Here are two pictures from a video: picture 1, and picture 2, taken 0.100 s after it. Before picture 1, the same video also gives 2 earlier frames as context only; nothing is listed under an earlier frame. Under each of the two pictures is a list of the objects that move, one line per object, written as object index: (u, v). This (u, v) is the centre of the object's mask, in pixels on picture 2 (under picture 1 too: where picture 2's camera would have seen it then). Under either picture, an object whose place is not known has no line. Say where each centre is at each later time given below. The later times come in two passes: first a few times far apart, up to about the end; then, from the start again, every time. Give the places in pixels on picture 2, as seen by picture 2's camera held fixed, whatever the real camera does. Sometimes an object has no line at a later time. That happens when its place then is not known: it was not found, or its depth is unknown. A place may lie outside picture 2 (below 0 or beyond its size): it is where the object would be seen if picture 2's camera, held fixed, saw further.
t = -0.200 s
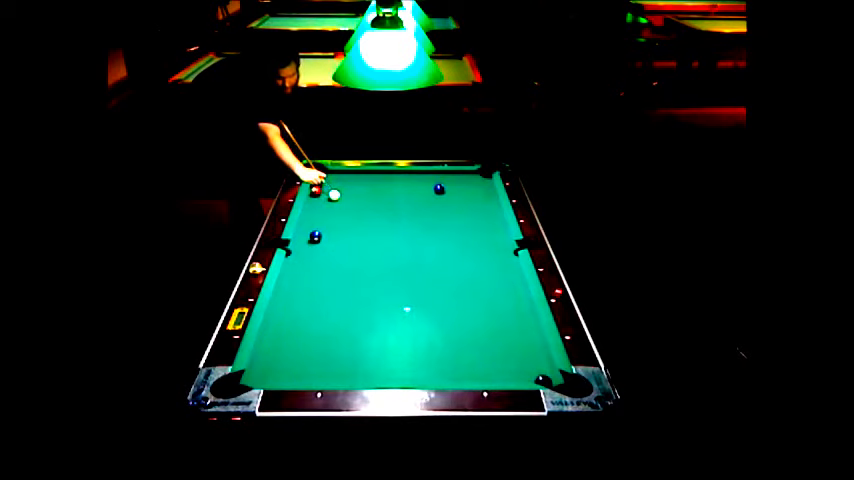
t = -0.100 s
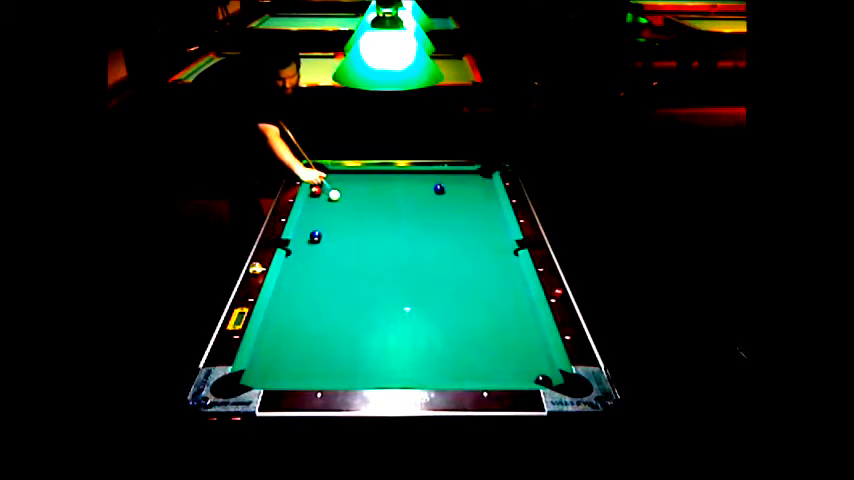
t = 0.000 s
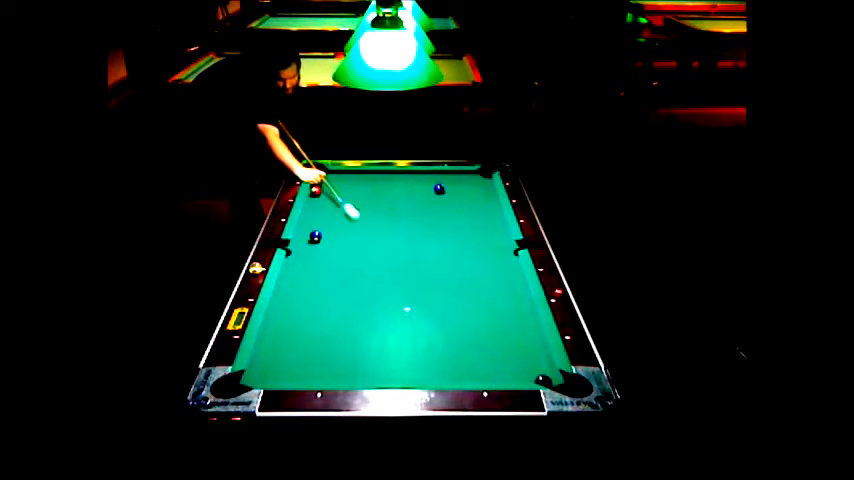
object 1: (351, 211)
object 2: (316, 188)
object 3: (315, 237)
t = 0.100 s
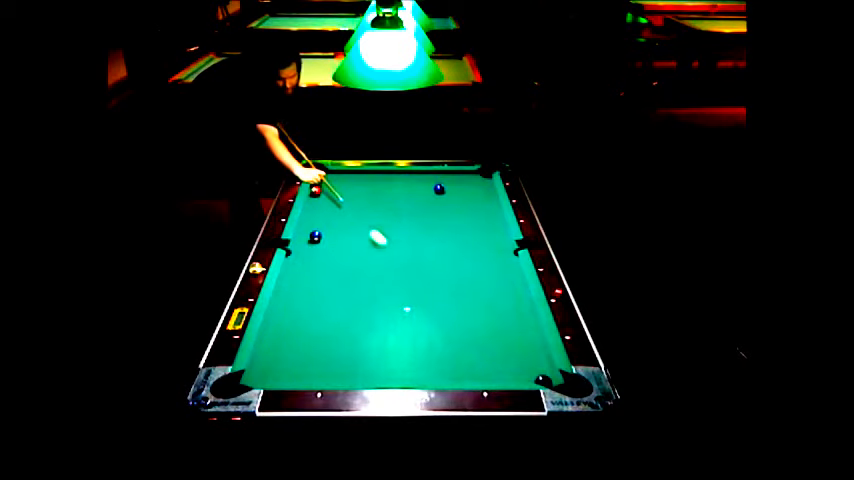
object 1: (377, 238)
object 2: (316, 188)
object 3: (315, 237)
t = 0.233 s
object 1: (417, 276)
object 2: (316, 188)
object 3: (315, 237)
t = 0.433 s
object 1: (489, 347)
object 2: (316, 188)
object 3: (315, 237)
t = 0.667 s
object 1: (538, 341)
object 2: (316, 188)
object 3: (315, 237)
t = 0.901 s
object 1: (506, 307)
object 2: (316, 188)
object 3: (315, 237)
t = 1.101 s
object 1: (483, 282)
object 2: (315, 189)
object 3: (315, 237)
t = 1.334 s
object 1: (460, 258)
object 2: (315, 190)
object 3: (315, 237)
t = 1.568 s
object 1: (441, 236)
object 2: (315, 190)
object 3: (315, 237)
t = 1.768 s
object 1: (426, 221)
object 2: (315, 190)
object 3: (315, 237)
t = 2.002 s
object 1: (411, 204)
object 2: (315, 189)
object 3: (315, 237)
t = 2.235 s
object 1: (398, 190)
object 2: (315, 189)
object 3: (315, 237)
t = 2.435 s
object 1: (388, 179)
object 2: (315, 189)
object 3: (315, 237)
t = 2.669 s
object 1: (375, 174)
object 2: (315, 189)
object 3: (315, 237)
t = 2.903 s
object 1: (358, 180)
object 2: (315, 189)
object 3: (315, 237)
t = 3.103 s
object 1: (343, 185)
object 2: (315, 189)
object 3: (315, 237)
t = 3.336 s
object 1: (327, 191)
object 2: (315, 190)
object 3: (315, 237)
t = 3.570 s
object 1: (321, 197)
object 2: (316, 189)
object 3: (315, 237)
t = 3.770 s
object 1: (316, 203)
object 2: (321, 191)
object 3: (315, 237)
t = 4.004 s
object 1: (310, 209)
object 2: (325, 191)
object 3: (315, 237)
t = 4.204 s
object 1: (306, 214)
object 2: (327, 190)
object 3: (315, 237)
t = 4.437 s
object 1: (306, 219)
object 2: (330, 191)
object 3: (315, 237)
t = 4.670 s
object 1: (307, 224)
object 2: (331, 191)
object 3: (315, 237)
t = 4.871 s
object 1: (307, 228)
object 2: (332, 191)
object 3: (315, 237)
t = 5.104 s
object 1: (307, 231)
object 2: (332, 191)
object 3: (315, 237)
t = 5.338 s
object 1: (305, 234)
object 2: (332, 191)
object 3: (318, 238)
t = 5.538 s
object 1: (303, 235)
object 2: (332, 191)
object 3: (320, 239)
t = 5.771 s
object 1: (300, 236)
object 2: (332, 191)
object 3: (323, 240)
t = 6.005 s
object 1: (299, 238)
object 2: (332, 191)
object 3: (325, 241)
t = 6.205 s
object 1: (298, 238)
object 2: (332, 191)
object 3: (326, 241)
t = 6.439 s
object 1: (298, 238)
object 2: (332, 191)
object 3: (326, 241)
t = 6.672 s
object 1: (298, 238)
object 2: (332, 191)
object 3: (326, 241)
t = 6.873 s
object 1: (298, 238)
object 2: (332, 191)
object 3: (326, 241)
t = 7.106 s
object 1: (298, 238)
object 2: (332, 191)
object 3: (326, 241)
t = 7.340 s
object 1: (298, 238)
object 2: (332, 191)
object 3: (326, 241)
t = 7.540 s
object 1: (298, 238)
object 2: (332, 191)
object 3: (326, 241)
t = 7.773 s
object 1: (298, 238)
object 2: (332, 191)
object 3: (326, 241)
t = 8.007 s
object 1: (298, 238)
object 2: (332, 191)
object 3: (326, 241)
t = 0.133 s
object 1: (387, 247)
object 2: (316, 188)
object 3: (315, 237)
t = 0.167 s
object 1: (397, 256)
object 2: (316, 188)
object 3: (315, 237)
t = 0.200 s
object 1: (407, 266)
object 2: (316, 188)
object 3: (315, 237)
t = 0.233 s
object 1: (417, 276)
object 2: (316, 188)
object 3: (315, 237)
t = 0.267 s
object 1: (428, 287)
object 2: (316, 188)
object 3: (315, 237)
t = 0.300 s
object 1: (439, 298)
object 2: (316, 188)
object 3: (315, 237)
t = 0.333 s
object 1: (450, 309)
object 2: (316, 188)
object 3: (315, 237)
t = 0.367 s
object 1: (462, 321)
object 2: (316, 188)
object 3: (315, 237)
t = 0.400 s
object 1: (475, 334)
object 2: (316, 188)
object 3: (315, 237)
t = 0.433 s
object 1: (489, 347)
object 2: (316, 188)
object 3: (315, 237)
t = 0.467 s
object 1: (503, 361)
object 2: (316, 188)
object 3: (315, 237)
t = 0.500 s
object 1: (518, 374)
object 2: (316, 188)
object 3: (315, 237)
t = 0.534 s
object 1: (525, 371)
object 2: (316, 188)
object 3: (315, 237)
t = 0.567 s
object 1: (530, 363)
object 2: (316, 188)
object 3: (315, 237)
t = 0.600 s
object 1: (534, 354)
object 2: (316, 188)
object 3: (315, 237)
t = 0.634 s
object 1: (538, 347)
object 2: (316, 188)
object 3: (315, 237)
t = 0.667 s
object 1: (538, 341)
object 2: (316, 188)
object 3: (315, 237)
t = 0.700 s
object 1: (533, 336)
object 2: (316, 188)
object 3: (315, 237)
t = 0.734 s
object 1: (528, 331)
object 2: (316, 188)
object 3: (315, 237)
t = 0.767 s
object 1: (523, 325)
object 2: (316, 188)
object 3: (315, 237)
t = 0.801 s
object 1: (519, 321)
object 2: (316, 188)
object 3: (315, 237)
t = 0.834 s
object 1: (514, 316)
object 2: (316, 188)
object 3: (315, 237)
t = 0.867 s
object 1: (510, 311)
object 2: (316, 188)
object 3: (315, 237)
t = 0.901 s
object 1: (506, 307)
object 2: (316, 188)
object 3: (315, 237)
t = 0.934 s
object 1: (502, 302)
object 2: (315, 188)
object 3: (315, 237)
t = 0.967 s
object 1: (498, 298)
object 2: (315, 188)
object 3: (315, 237)
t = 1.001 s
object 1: (494, 294)
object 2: (315, 188)
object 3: (315, 237)
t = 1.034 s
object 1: (490, 290)
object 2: (315, 187)
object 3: (315, 237)
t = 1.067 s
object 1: (487, 286)
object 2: (315, 189)
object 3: (315, 237)
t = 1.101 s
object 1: (483, 282)
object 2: (315, 189)
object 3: (315, 237)
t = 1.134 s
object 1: (480, 278)
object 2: (315, 190)
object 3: (315, 237)
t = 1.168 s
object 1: (476, 275)
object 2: (315, 190)
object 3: (315, 237)
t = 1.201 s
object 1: (473, 271)
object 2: (315, 190)
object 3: (315, 237)
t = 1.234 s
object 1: (470, 268)
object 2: (315, 190)
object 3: (315, 237)
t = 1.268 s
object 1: (466, 264)
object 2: (315, 190)
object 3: (315, 237)
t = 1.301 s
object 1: (463, 261)
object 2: (315, 190)
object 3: (315, 237)
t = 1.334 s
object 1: (460, 258)
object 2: (315, 190)
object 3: (315, 237)
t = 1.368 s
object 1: (457, 254)
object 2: (315, 190)
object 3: (315, 237)
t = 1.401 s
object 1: (454, 251)
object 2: (315, 190)
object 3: (315, 237)
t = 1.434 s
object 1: (452, 248)
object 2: (315, 190)
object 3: (315, 237)
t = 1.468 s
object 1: (449, 245)
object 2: (315, 190)
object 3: (315, 237)
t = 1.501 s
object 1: (446, 242)
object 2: (315, 190)
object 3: (315, 237)
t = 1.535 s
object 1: (443, 239)
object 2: (315, 190)
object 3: (315, 237)
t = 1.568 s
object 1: (441, 236)
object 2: (315, 190)
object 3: (315, 237)
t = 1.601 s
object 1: (438, 233)
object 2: (315, 190)
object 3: (315, 237)
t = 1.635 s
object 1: (436, 231)
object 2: (315, 190)
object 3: (315, 237)
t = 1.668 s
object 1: (433, 228)
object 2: (315, 190)
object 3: (315, 237)
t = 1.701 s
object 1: (431, 226)
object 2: (315, 189)
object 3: (315, 237)
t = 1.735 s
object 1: (429, 223)
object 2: (315, 190)
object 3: (315, 237)
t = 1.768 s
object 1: (426, 221)
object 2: (315, 190)
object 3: (315, 237)
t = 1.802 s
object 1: (424, 218)
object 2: (315, 189)
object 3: (315, 237)
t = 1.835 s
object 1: (421, 215)
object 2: (315, 189)
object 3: (315, 237)
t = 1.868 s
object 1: (420, 213)
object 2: (315, 190)
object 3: (315, 237)
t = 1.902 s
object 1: (418, 211)
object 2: (315, 189)
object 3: (315, 237)
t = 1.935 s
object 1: (415, 209)
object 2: (315, 189)
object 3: (315, 237)
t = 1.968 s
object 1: (413, 206)
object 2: (315, 189)
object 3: (315, 237)
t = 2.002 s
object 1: (411, 204)
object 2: (315, 189)
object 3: (315, 237)
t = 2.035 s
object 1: (409, 202)
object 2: (315, 189)
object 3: (315, 237)
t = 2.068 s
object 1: (407, 200)
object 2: (315, 189)
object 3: (315, 237)
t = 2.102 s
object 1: (405, 198)
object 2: (315, 189)
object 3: (315, 237)
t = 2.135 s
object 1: (404, 196)
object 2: (315, 189)
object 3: (315, 237)
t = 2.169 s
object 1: (402, 194)
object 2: (315, 189)
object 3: (315, 237)
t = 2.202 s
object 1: (400, 192)
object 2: (315, 189)
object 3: (315, 237)
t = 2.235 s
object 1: (398, 190)
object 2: (315, 189)
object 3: (315, 237)
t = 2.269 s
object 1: (396, 188)
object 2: (315, 189)
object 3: (315, 237)
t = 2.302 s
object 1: (395, 186)
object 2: (315, 189)
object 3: (315, 237)
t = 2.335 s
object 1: (393, 184)
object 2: (315, 189)
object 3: (315, 237)
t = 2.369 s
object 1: (391, 182)
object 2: (315, 189)
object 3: (315, 237)
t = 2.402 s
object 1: (390, 181)
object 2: (315, 189)
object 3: (315, 237)
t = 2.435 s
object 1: (388, 179)
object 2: (315, 189)
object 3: (315, 237)
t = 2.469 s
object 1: (386, 177)
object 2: (315, 189)
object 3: (315, 237)
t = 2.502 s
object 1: (385, 176)
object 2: (315, 189)
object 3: (315, 237)
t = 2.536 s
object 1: (383, 174)
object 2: (315, 189)
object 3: (315, 237)
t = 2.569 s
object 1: (382, 172)
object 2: (315, 189)
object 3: (315, 237)
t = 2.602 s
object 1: (380, 172)
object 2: (315, 189)
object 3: (315, 237)
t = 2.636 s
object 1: (377, 173)
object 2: (315, 189)
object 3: (315, 237)
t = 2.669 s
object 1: (375, 174)
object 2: (315, 189)
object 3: (315, 237)
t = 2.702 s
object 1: (373, 175)
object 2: (315, 189)
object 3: (315, 237)
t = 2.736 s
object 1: (370, 176)
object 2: (315, 189)
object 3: (315, 237)
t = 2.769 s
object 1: (368, 177)
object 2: (315, 189)
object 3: (315, 237)
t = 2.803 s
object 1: (366, 177)
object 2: (315, 189)
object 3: (315, 237)
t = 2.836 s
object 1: (363, 178)
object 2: (315, 189)
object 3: (315, 237)
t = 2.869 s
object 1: (360, 179)
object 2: (315, 189)
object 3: (315, 237)
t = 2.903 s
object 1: (358, 180)
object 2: (315, 189)
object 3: (315, 237)
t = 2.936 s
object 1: (356, 181)
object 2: (315, 189)
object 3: (315, 237)
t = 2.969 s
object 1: (353, 182)
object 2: (315, 189)
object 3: (315, 237)
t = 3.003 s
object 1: (351, 182)
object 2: (315, 189)
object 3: (315, 237)
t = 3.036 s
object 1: (348, 183)
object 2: (315, 189)
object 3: (315, 237)
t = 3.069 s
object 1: (346, 184)
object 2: (315, 189)
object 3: (315, 237)
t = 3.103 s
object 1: (343, 185)
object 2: (315, 189)
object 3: (315, 237)
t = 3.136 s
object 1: (341, 186)
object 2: (315, 189)
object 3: (315, 237)
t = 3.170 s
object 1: (338, 186)
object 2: (315, 190)
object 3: (315, 237)
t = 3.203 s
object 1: (336, 187)
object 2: (315, 189)
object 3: (315, 237)
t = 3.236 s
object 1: (334, 188)
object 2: (315, 189)
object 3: (315, 237)
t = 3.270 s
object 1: (331, 189)
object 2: (315, 189)
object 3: (315, 237)
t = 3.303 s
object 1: (328, 190)
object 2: (315, 189)
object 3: (315, 237)
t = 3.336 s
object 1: (327, 191)
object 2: (315, 190)
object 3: (315, 237)
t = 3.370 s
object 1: (326, 192)
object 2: (314, 190)
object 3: (315, 237)
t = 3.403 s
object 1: (325, 193)
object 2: (313, 190)
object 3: (315, 237)
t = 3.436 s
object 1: (324, 194)
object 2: (313, 190)
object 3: (315, 237)
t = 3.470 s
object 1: (323, 195)
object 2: (314, 189)
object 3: (315, 237)
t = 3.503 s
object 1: (322, 195)
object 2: (314, 189)
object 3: (315, 237)
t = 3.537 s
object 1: (321, 197)
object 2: (316, 189)
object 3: (315, 237)
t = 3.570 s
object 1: (321, 197)
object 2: (316, 189)
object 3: (315, 237)
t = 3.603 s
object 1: (320, 198)
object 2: (317, 189)
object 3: (315, 237)
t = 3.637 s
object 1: (319, 199)
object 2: (318, 190)
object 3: (315, 237)
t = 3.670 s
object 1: (318, 200)
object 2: (319, 190)
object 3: (315, 237)
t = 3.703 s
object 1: (317, 201)
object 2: (319, 191)
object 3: (315, 237)
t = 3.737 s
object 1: (316, 202)
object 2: (321, 190)
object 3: (315, 237)
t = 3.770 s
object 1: (316, 203)
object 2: (321, 191)
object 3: (315, 237)
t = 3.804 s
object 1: (315, 204)
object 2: (321, 190)
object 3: (315, 237)
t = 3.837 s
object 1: (314, 204)
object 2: (322, 190)
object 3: (315, 237)
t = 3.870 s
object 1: (313, 205)
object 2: (323, 190)
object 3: (315, 237)
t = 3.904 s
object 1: (312, 206)
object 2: (324, 190)
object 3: (315, 237)
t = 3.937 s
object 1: (311, 207)
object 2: (324, 190)
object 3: (315, 237)
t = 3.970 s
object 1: (310, 208)
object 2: (325, 191)
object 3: (315, 237)
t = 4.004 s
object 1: (310, 209)
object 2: (325, 191)
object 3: (315, 237)
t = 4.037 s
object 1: (309, 209)
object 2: (326, 190)
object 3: (315, 237)
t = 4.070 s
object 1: (308, 210)
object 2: (326, 190)
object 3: (315, 237)
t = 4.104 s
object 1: (308, 211)
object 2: (326, 190)
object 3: (315, 237)
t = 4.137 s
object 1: (307, 212)
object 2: (327, 190)
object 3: (315, 237)
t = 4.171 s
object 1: (306, 213)
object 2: (327, 190)
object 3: (315, 237)
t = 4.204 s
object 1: (306, 214)
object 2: (327, 190)
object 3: (315, 237)
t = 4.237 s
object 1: (306, 215)
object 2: (328, 191)
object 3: (315, 237)
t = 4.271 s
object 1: (306, 215)
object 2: (329, 190)
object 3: (315, 237)
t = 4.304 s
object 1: (306, 216)
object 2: (329, 190)
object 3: (315, 237)
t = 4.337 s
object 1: (306, 217)
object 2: (329, 190)
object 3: (315, 237)
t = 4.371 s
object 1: (306, 217)
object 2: (329, 191)
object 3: (315, 237)
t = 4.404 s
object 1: (306, 218)
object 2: (330, 191)
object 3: (315, 237)
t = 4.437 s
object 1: (306, 219)
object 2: (330, 191)
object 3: (315, 237)
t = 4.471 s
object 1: (306, 220)
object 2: (330, 191)
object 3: (315, 237)
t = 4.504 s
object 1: (306, 220)
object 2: (331, 191)
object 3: (315, 237)
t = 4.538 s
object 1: (306, 221)
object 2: (331, 191)
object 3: (315, 237)
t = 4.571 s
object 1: (307, 222)
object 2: (331, 191)
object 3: (315, 237)
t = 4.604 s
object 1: (307, 223)
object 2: (331, 191)
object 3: (315, 237)
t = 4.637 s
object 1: (307, 223)
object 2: (331, 191)
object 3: (315, 237)
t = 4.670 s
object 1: (307, 224)
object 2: (331, 191)
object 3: (315, 237)
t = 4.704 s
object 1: (307, 225)
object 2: (332, 191)
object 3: (315, 237)
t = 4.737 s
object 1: (307, 225)
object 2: (332, 191)
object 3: (315, 237)
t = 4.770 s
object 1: (307, 226)
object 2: (332, 191)
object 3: (315, 237)
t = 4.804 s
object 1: (307, 226)
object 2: (332, 191)
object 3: (315, 237)
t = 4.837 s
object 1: (307, 227)
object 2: (332, 191)
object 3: (315, 237)
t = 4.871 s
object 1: (307, 228)
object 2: (332, 191)
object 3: (315, 237)
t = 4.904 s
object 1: (307, 228)
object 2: (332, 191)
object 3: (315, 237)
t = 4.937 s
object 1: (307, 229)
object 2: (332, 191)
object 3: (315, 237)
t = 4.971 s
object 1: (307, 229)
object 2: (332, 191)
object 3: (315, 237)
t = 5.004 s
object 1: (307, 230)
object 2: (332, 191)
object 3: (315, 237)
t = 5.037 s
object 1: (307, 230)
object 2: (332, 191)
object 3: (315, 237)
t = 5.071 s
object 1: (307, 231)
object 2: (332, 191)
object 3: (315, 237)
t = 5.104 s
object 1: (307, 231)
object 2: (332, 191)
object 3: (315, 237)
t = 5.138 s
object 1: (306, 232)
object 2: (332, 191)
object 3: (316, 237)
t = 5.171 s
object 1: (306, 232)
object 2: (332, 191)
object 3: (316, 238)
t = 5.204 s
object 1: (306, 233)
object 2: (332, 191)
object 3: (316, 238)
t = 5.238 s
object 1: (306, 233)
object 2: (332, 191)
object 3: (317, 238)
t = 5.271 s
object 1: (306, 233)
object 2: (332, 191)
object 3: (317, 238)
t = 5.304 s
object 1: (305, 234)
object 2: (332, 191)
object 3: (318, 238)
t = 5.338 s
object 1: (305, 234)
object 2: (332, 191)
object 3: (318, 238)
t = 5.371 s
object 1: (305, 234)
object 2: (332, 191)
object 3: (318, 239)
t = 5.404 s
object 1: (304, 234)
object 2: (332, 191)
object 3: (319, 239)
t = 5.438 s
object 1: (304, 234)
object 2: (332, 191)
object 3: (319, 239)
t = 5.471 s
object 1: (303, 235)
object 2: (332, 191)
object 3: (319, 239)
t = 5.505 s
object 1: (303, 235)
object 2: (332, 191)
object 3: (320, 239)
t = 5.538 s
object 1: (303, 235)
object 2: (332, 191)
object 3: (320, 239)
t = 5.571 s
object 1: (302, 235)
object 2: (332, 191)
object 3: (321, 239)
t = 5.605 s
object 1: (302, 236)
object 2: (332, 191)
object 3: (321, 239)
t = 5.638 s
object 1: (302, 236)
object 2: (332, 191)
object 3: (322, 240)
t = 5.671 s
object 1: (301, 236)
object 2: (332, 191)
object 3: (322, 240)
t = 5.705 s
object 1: (301, 236)
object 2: (332, 191)
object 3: (322, 240)
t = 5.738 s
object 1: (301, 236)
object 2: (331, 191)
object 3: (323, 240)
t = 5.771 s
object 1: (300, 236)
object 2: (332, 191)
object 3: (323, 240)
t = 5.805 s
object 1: (300, 236)
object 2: (332, 191)
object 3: (323, 240)
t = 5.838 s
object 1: (300, 237)
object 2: (332, 191)
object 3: (323, 240)
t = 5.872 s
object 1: (300, 237)
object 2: (332, 191)
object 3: (324, 240)
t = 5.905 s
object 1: (299, 237)
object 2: (332, 191)
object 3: (324, 240)
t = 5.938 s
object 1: (299, 237)
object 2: (332, 191)
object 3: (325, 240)
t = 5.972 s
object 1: (299, 238)
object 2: (332, 191)
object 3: (325, 241)
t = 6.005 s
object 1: (299, 238)
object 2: (332, 191)
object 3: (325, 241)
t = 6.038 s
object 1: (298, 238)
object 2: (331, 191)
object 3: (325, 241)
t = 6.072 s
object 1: (298, 238)
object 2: (331, 191)
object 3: (325, 241)
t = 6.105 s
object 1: (298, 238)
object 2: (331, 191)
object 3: (326, 241)
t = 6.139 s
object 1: (298, 238)
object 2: (332, 191)
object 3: (326, 241)
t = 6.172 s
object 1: (298, 238)
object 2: (332, 191)
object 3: (326, 241)
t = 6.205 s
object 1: (298, 238)
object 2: (332, 191)
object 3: (326, 241)
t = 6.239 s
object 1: (298, 238)
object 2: (332, 191)
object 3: (326, 241)
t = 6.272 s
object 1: (298, 238)
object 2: (332, 191)
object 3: (326, 241)
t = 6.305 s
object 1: (298, 238)
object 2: (332, 191)
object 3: (326, 241)
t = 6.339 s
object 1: (298, 238)
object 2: (332, 191)
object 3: (326, 241)
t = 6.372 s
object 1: (298, 238)
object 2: (332, 191)
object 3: (326, 241)
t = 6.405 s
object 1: (298, 238)
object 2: (332, 191)
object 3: (326, 241)
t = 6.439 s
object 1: (298, 238)
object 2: (332, 191)
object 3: (326, 241)
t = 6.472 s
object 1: (298, 238)
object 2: (332, 191)
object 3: (326, 241)
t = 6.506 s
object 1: (298, 238)
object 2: (332, 191)
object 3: (326, 241)
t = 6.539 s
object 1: (298, 238)
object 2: (332, 191)
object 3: (326, 241)
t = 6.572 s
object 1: (298, 238)
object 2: (332, 191)
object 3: (326, 241)
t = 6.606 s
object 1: (298, 238)
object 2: (332, 191)
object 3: (326, 241)
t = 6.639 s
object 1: (298, 238)
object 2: (332, 191)
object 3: (326, 241)
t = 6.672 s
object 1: (298, 238)
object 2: (332, 191)
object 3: (326, 241)
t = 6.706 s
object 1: (298, 238)
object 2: (332, 191)
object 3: (326, 241)
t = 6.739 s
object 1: (298, 238)
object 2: (332, 191)
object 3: (326, 241)
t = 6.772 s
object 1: (298, 238)
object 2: (332, 191)
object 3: (326, 241)
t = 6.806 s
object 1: (298, 238)
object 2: (332, 191)
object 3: (326, 241)
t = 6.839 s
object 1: (298, 238)
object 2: (332, 191)
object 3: (326, 241)
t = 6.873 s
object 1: (298, 238)
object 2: (332, 191)
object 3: (326, 241)
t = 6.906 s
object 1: (298, 238)
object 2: (332, 191)
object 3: (326, 241)
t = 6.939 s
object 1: (298, 238)
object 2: (332, 191)
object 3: (326, 241)
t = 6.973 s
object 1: (298, 238)
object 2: (332, 191)
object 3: (326, 241)
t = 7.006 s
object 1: (298, 238)
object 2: (332, 191)
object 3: (326, 241)
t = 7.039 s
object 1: (298, 238)
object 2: (332, 191)
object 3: (326, 241)
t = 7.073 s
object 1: (298, 238)
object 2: (332, 191)
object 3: (326, 241)
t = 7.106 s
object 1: (298, 238)
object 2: (332, 191)
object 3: (326, 241)
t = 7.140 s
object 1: (298, 238)
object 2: (332, 191)
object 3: (326, 241)
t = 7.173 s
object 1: (298, 238)
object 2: (332, 191)
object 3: (326, 241)
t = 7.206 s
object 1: (298, 238)
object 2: (332, 191)
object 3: (326, 241)
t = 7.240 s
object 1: (298, 238)
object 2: (332, 191)
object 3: (326, 241)
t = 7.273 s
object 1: (298, 238)
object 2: (332, 191)
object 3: (326, 241)
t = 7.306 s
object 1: (298, 238)
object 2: (332, 191)
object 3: (326, 241)
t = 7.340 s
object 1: (298, 238)
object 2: (332, 191)
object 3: (326, 241)
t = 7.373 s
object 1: (298, 238)
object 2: (332, 191)
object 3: (326, 241)
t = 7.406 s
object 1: (298, 238)
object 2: (332, 191)
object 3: (326, 241)
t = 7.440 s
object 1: (298, 238)
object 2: (332, 191)
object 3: (326, 241)
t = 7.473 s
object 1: (298, 238)
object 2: (332, 191)
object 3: (326, 241)
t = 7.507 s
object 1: (298, 238)
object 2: (332, 191)
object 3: (326, 241)
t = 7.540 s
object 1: (298, 238)
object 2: (332, 191)
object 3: (326, 241)
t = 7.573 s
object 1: (298, 238)
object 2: (332, 191)
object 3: (326, 241)
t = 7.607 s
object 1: (298, 238)
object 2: (332, 191)
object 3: (326, 241)
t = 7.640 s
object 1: (298, 238)
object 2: (332, 191)
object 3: (326, 241)
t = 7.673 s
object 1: (298, 238)
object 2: (332, 191)
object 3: (326, 241)
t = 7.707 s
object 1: (298, 238)
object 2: (332, 191)
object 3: (326, 241)
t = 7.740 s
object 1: (298, 238)
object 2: (332, 191)
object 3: (326, 241)
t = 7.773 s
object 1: (298, 238)
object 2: (332, 191)
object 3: (326, 241)
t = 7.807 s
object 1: (298, 238)
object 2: (332, 191)
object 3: (326, 241)
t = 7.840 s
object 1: (298, 238)
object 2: (332, 191)
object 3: (326, 241)
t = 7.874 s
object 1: (298, 238)
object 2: (332, 191)
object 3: (326, 241)
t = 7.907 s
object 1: (298, 238)
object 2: (332, 191)
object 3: (326, 241)
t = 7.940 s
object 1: (298, 238)
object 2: (332, 191)
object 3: (326, 241)
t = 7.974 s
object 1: (298, 238)
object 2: (332, 191)
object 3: (326, 241)
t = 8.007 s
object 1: (298, 238)
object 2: (332, 191)
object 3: (326, 241)
